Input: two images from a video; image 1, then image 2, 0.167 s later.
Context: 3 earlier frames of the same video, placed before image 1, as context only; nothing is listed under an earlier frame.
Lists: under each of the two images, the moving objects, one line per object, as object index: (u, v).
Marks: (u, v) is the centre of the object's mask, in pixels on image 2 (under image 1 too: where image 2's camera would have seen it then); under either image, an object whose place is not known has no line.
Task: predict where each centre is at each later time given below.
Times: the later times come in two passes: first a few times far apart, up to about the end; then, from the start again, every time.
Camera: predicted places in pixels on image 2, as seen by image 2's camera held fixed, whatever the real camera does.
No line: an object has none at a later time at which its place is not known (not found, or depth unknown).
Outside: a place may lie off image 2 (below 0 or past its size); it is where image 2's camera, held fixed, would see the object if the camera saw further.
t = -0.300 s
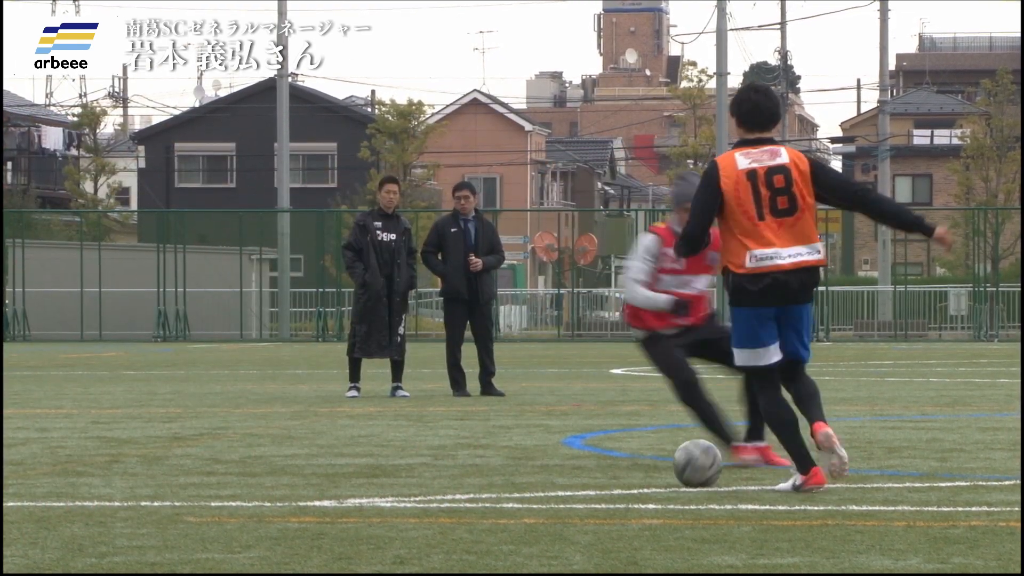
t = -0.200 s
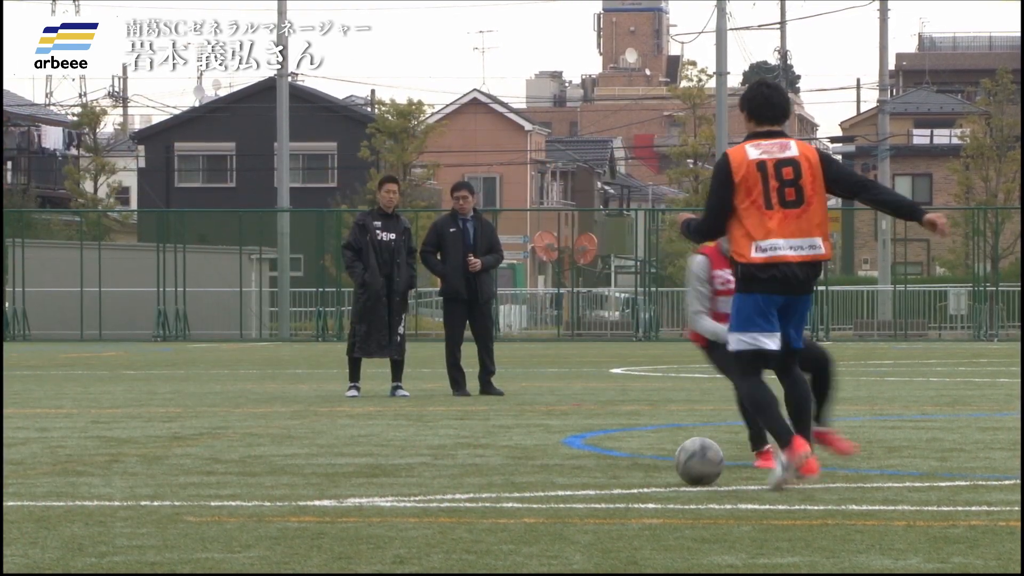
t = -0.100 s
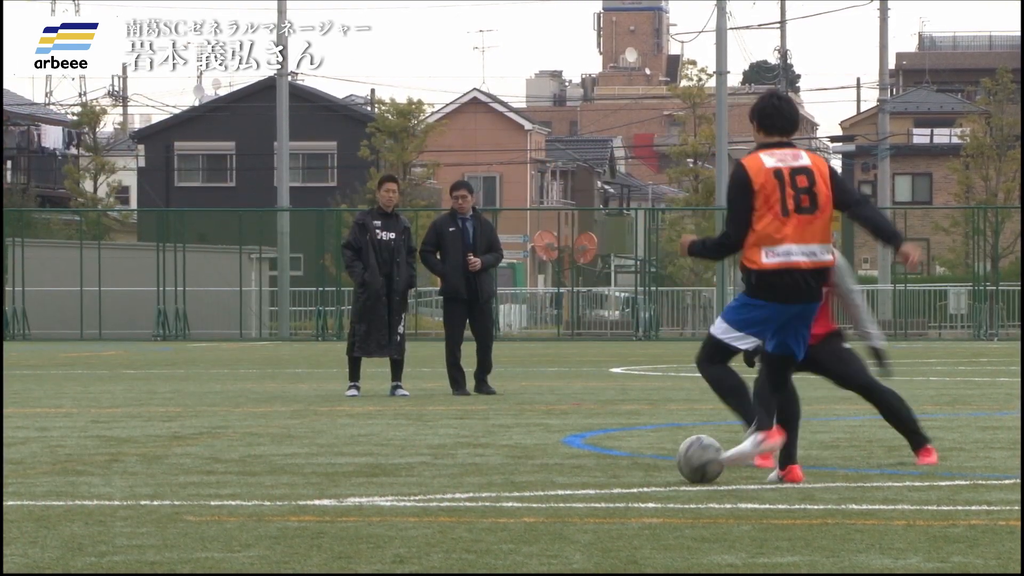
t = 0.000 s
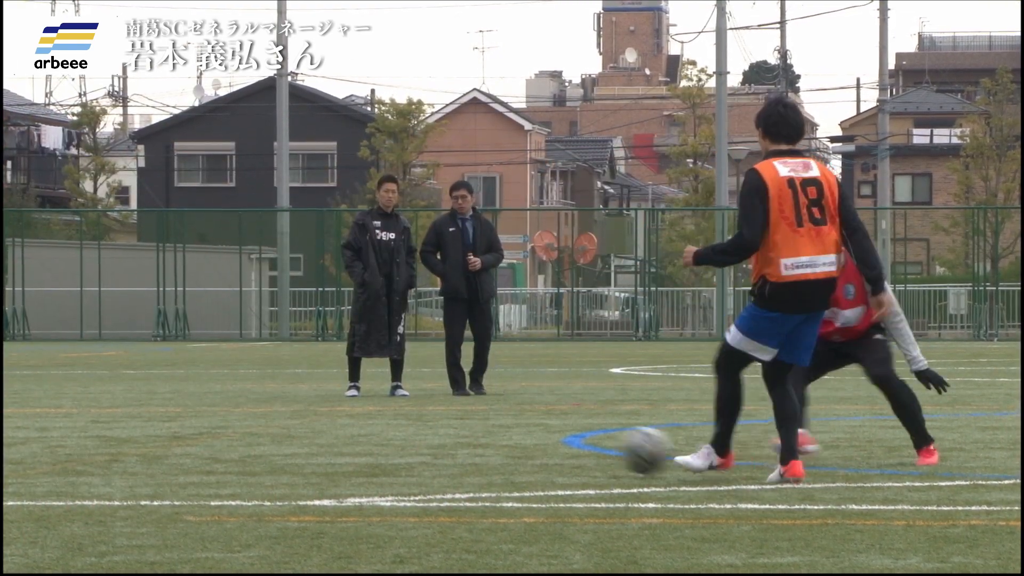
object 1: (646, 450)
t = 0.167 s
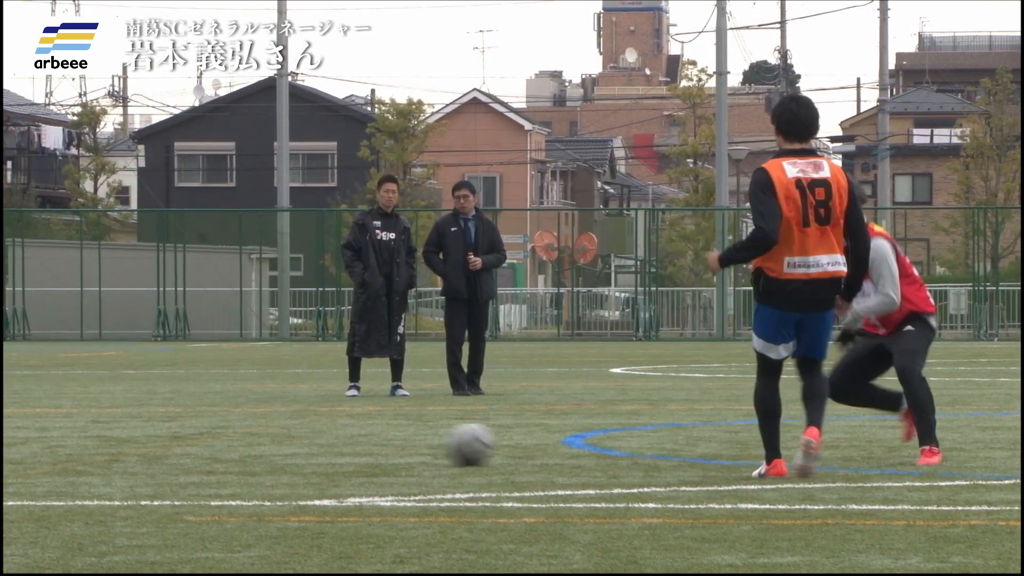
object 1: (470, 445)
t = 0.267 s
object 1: (385, 433)
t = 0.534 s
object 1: (205, 427)
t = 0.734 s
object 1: (106, 421)
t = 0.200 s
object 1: (440, 440)
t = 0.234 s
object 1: (412, 435)
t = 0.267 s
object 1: (385, 433)
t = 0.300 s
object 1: (358, 434)
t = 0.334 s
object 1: (331, 437)
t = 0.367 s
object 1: (308, 431)
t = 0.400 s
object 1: (287, 426)
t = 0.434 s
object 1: (266, 423)
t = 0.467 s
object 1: (245, 422)
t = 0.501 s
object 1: (225, 424)
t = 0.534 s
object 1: (205, 427)
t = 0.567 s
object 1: (186, 428)
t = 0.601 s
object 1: (170, 422)
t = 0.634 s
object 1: (153, 419)
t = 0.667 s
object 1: (138, 417)
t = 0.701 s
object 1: (121, 418)
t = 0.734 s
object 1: (106, 421)
